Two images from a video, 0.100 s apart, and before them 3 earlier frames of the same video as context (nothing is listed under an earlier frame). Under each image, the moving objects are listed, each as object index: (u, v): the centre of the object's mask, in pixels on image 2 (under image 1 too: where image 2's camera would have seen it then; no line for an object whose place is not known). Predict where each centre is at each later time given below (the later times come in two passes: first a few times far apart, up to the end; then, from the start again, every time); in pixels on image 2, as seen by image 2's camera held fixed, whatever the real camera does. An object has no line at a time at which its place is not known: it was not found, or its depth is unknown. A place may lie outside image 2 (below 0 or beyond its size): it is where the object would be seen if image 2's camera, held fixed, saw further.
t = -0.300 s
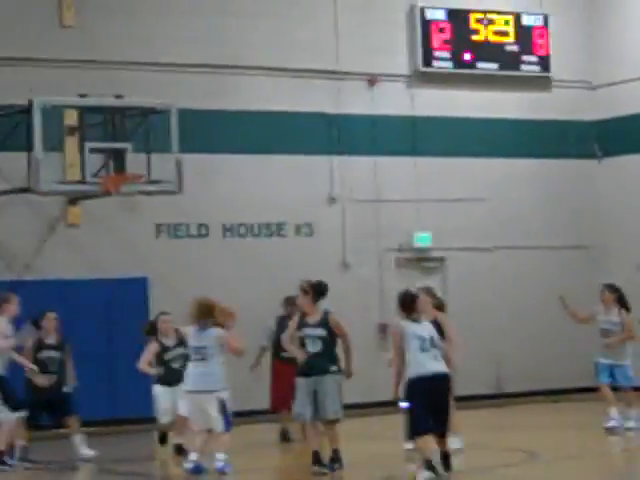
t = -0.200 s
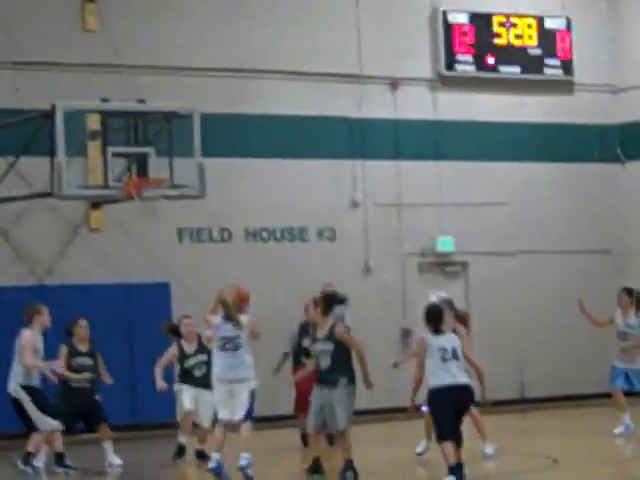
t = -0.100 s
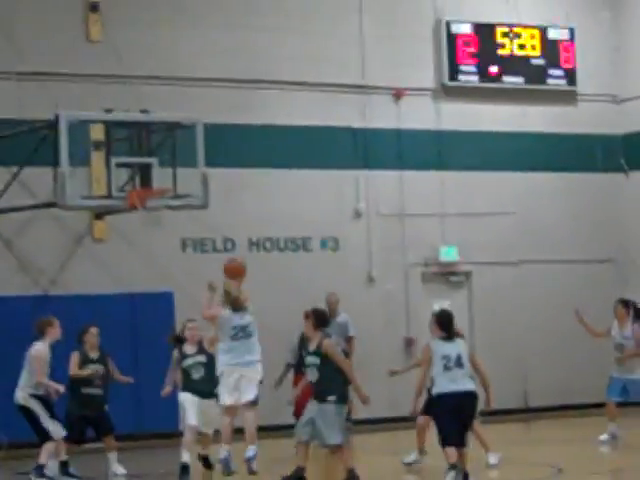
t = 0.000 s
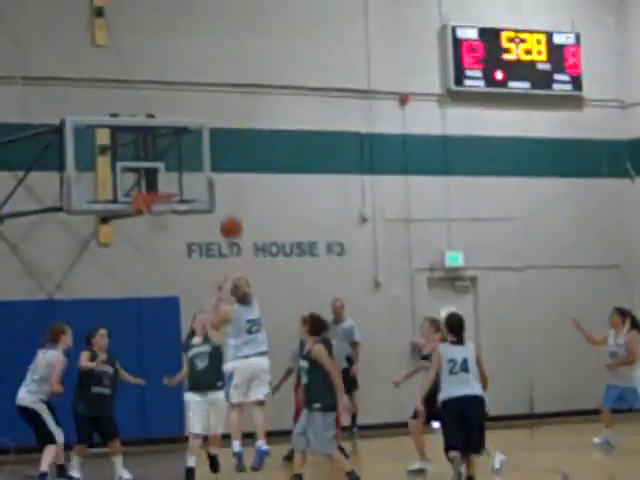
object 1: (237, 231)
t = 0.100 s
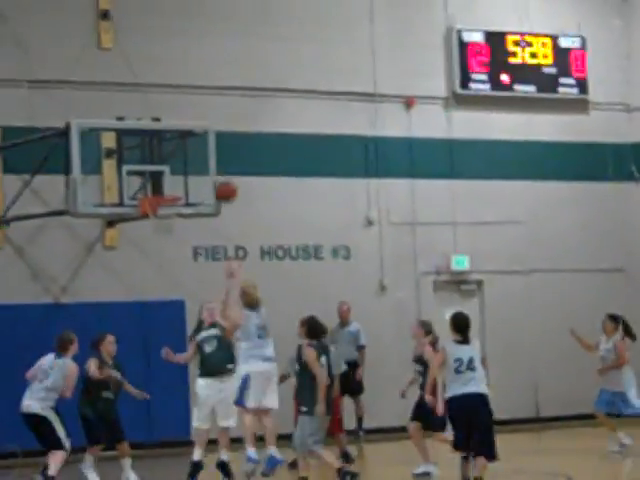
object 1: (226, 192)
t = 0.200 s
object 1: (216, 163)
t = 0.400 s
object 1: (196, 140)
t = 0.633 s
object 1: (181, 158)
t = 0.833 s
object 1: (167, 194)
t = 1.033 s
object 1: (161, 193)
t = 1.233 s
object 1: (174, 191)
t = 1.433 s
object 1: (165, 197)
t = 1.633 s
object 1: (151, 213)
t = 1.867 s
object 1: (163, 224)
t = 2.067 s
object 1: (177, 254)
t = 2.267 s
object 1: (191, 314)
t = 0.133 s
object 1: (223, 181)
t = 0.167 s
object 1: (219, 171)
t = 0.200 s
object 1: (216, 163)
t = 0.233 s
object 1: (213, 157)
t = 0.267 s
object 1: (210, 152)
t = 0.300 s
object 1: (205, 147)
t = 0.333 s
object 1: (203, 144)
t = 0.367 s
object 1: (200, 143)
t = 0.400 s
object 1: (196, 140)
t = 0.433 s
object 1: (194, 141)
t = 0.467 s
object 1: (193, 141)
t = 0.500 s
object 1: (189, 142)
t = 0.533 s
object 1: (187, 145)
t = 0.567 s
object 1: (185, 147)
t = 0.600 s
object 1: (183, 152)
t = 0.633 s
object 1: (181, 158)
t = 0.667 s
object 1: (178, 162)
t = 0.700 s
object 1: (176, 171)
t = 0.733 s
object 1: (173, 178)
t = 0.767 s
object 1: (172, 187)
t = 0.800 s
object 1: (168, 192)
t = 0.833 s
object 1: (167, 194)
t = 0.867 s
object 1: (166, 197)
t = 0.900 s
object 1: (165, 197)
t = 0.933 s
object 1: (158, 196)
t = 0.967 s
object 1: (153, 197)
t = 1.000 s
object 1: (157, 194)
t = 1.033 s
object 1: (161, 193)
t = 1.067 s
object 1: (166, 195)
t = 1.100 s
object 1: (168, 190)
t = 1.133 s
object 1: (168, 188)
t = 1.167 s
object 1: (170, 188)
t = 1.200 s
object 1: (173, 190)
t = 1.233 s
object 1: (174, 191)
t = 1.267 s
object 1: (173, 192)
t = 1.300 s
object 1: (172, 191)
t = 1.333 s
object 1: (170, 192)
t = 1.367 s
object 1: (169, 193)
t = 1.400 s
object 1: (168, 194)
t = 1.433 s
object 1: (165, 197)
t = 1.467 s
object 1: (163, 199)
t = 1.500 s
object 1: (161, 199)
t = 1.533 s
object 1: (157, 201)
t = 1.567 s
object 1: (156, 205)
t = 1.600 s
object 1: (151, 208)
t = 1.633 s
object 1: (151, 213)
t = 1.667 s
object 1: (151, 216)
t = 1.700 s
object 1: (152, 218)
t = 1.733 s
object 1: (154, 220)
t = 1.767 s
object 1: (155, 220)
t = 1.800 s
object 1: (158, 221)
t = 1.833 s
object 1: (160, 222)
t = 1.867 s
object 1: (163, 224)
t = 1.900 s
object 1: (166, 226)
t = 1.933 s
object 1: (168, 231)
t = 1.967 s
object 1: (170, 235)
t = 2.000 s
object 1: (172, 240)
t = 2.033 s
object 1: (174, 246)
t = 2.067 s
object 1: (177, 254)
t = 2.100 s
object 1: (179, 262)
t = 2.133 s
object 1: (181, 271)
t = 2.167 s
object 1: (184, 281)
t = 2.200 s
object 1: (187, 291)
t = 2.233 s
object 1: (188, 303)
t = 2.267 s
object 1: (191, 314)
